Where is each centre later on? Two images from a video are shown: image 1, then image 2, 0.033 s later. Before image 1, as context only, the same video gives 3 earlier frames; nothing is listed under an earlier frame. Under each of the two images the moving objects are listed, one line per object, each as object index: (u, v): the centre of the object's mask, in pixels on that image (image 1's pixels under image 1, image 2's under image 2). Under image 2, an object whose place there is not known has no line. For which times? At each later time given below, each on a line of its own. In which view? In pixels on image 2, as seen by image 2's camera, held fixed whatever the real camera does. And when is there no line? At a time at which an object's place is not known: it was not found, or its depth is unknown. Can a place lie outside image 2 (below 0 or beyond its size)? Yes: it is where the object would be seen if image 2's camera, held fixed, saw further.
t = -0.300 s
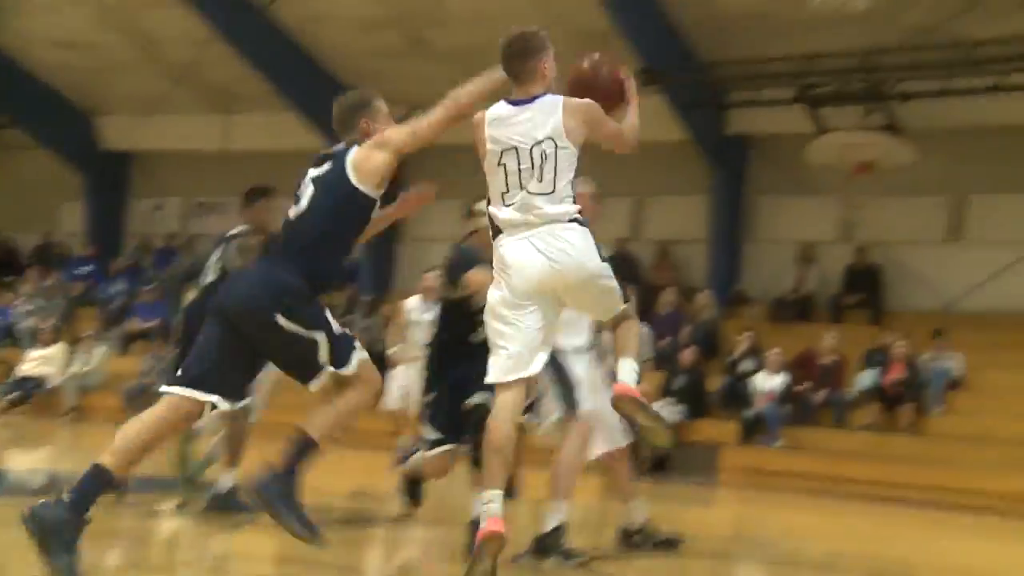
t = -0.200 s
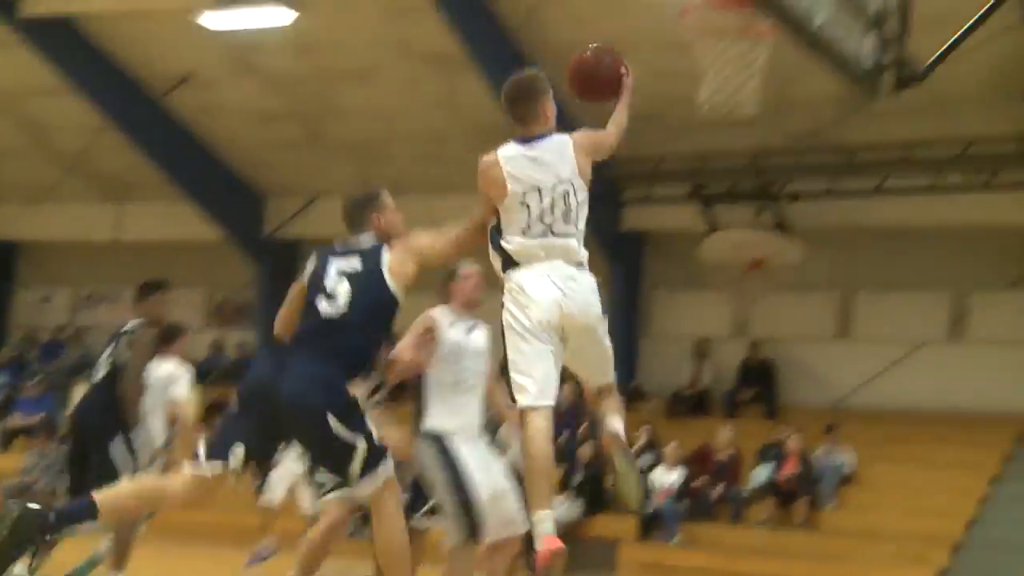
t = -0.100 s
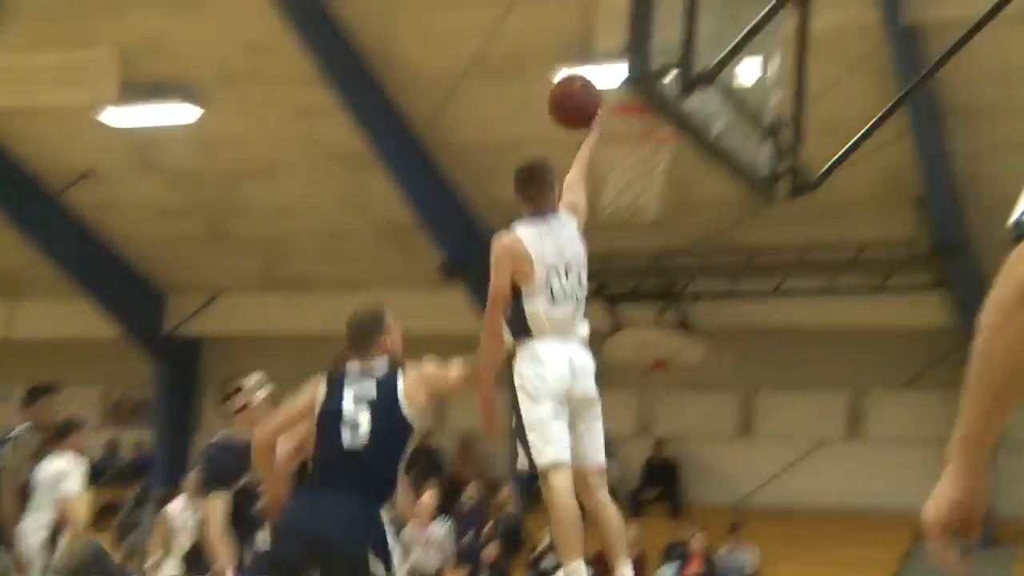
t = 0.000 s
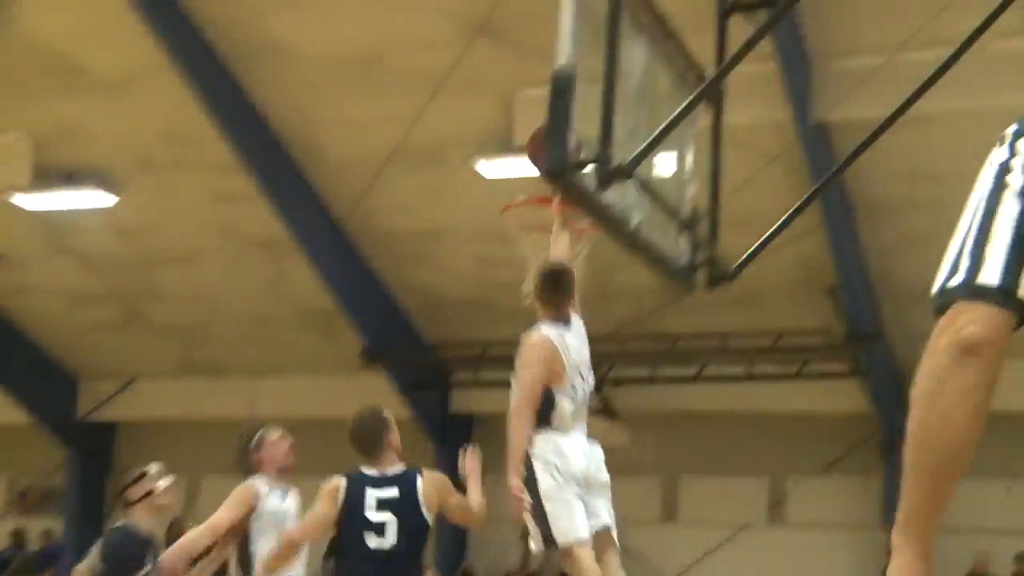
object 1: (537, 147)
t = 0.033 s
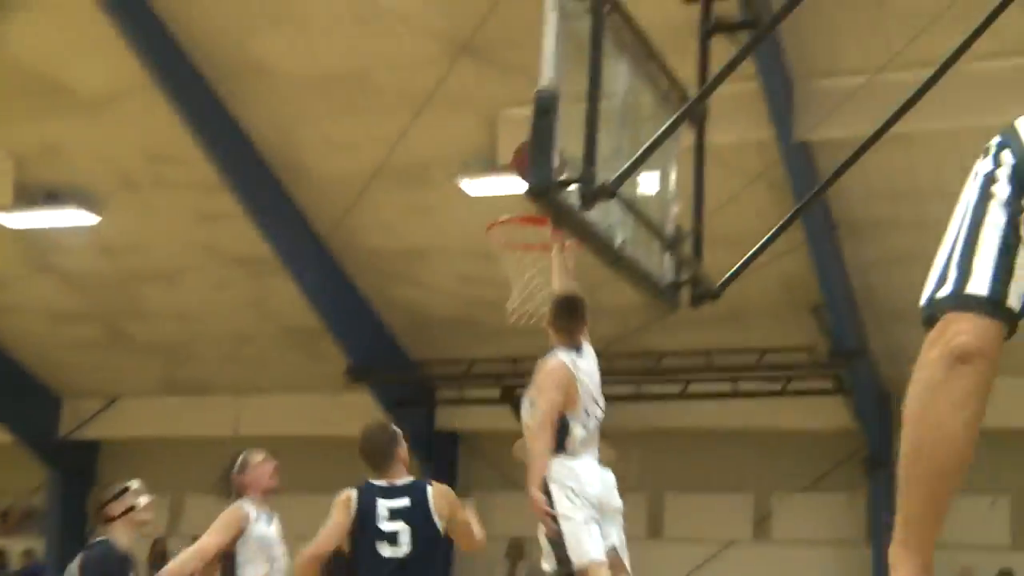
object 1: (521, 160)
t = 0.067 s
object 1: (520, 156)
